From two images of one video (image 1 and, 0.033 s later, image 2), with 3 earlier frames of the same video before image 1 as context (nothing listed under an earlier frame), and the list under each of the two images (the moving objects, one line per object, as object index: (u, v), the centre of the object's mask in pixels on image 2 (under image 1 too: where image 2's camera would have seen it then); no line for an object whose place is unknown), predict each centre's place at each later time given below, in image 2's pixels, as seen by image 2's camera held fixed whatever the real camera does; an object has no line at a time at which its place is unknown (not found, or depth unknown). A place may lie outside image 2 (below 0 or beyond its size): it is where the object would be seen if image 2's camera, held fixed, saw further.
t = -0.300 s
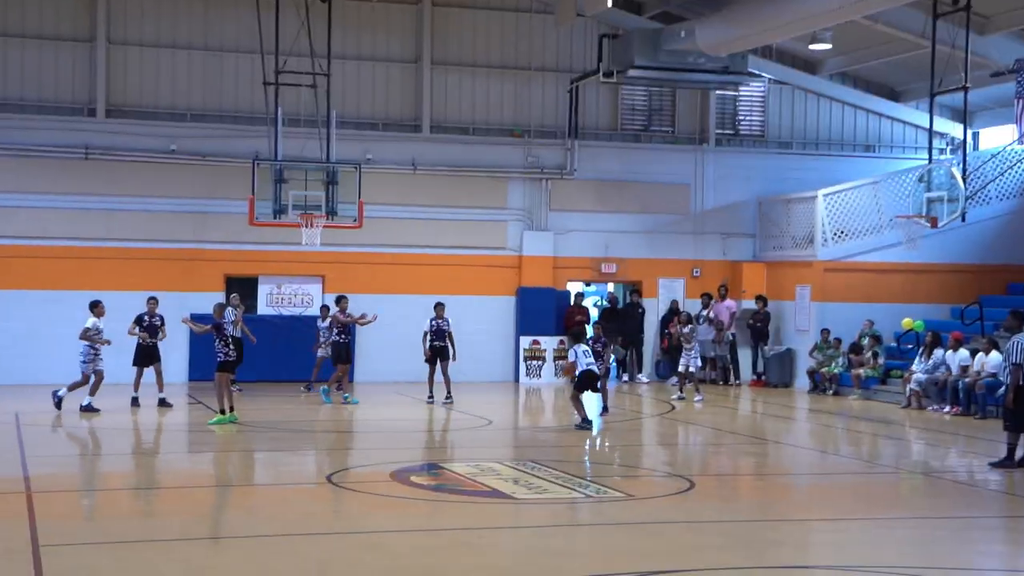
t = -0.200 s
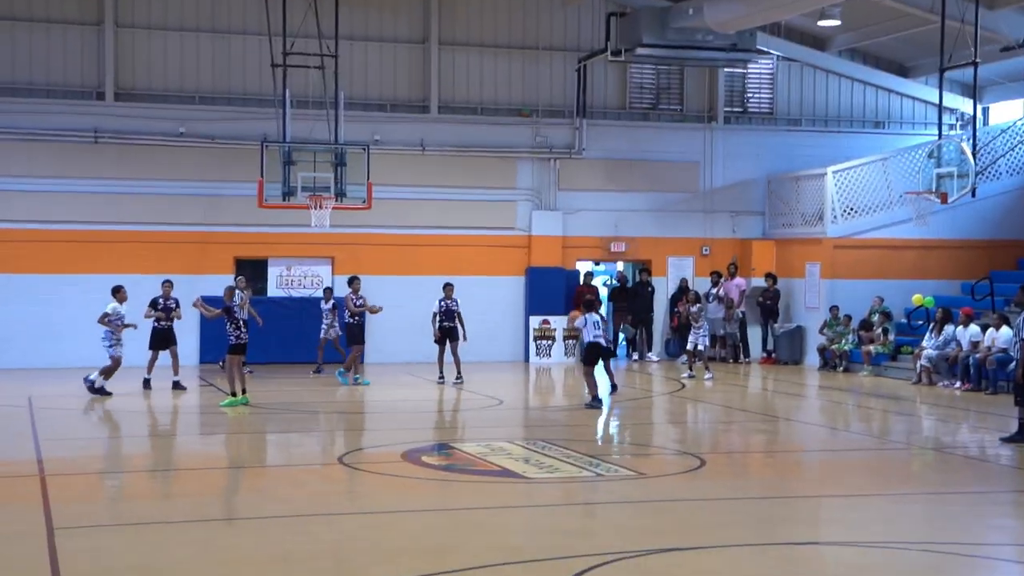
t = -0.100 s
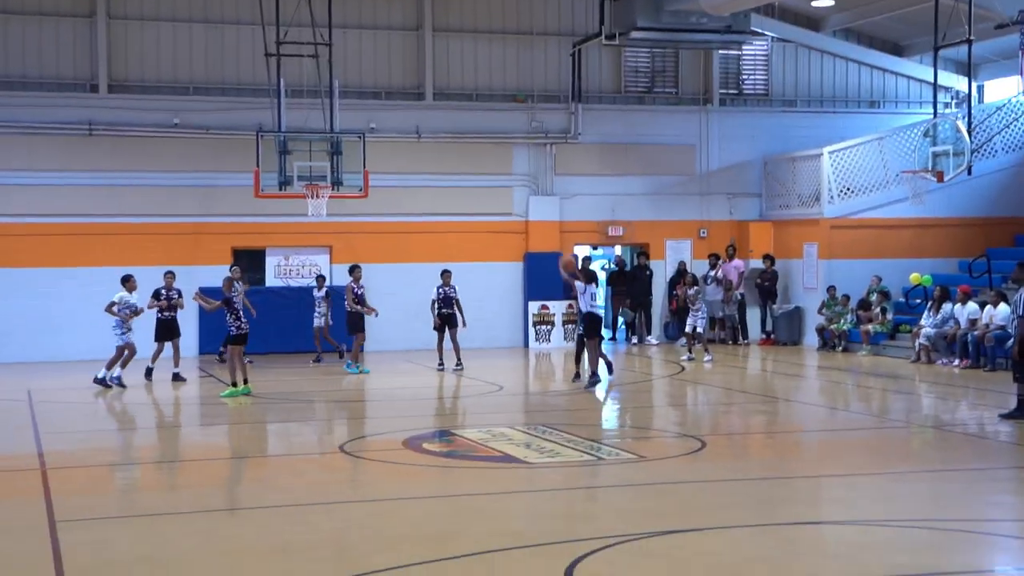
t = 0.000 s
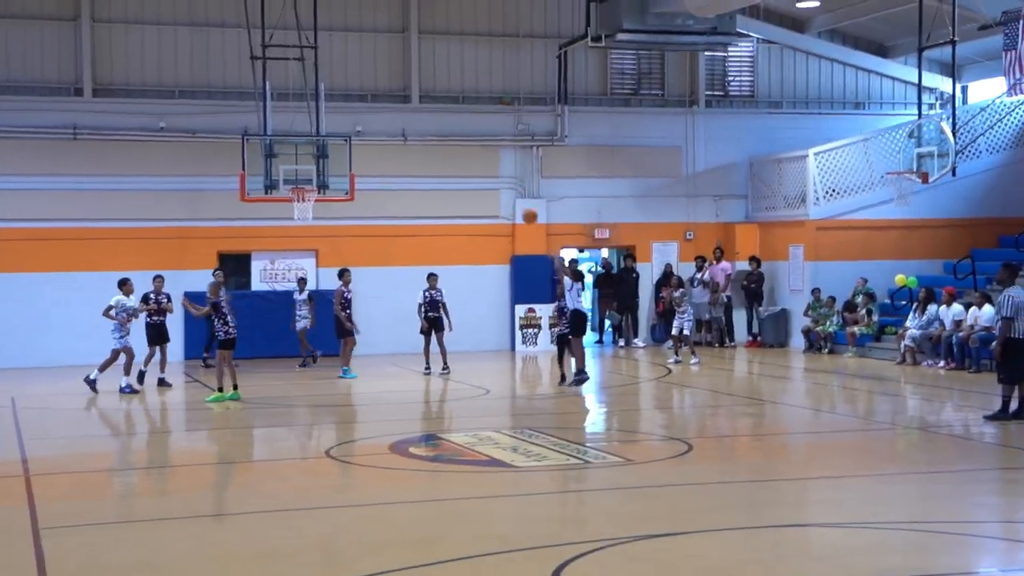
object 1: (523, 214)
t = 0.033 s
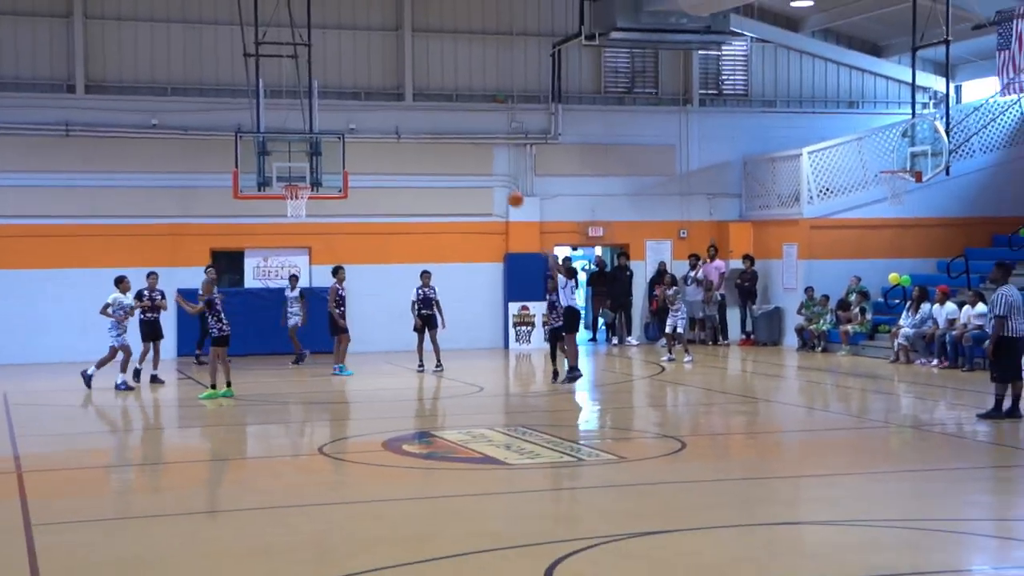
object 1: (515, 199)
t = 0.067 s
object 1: (508, 186)
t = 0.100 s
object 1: (499, 173)
